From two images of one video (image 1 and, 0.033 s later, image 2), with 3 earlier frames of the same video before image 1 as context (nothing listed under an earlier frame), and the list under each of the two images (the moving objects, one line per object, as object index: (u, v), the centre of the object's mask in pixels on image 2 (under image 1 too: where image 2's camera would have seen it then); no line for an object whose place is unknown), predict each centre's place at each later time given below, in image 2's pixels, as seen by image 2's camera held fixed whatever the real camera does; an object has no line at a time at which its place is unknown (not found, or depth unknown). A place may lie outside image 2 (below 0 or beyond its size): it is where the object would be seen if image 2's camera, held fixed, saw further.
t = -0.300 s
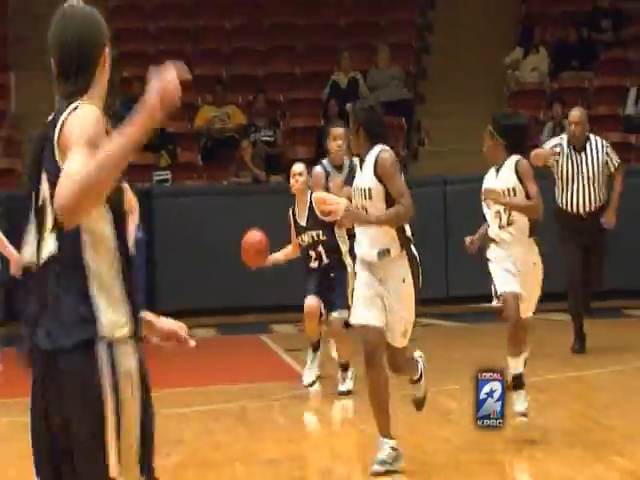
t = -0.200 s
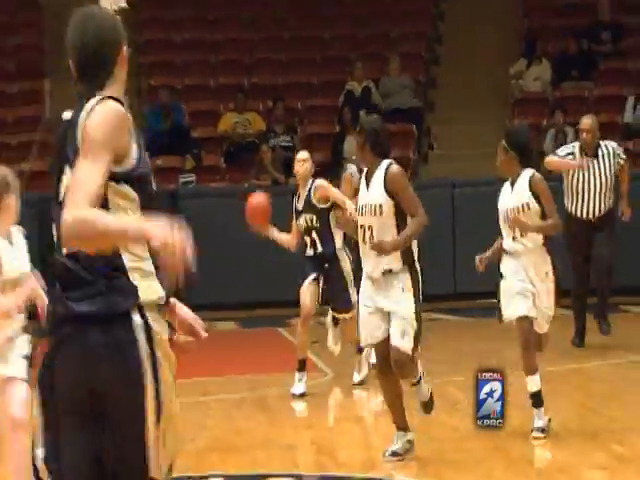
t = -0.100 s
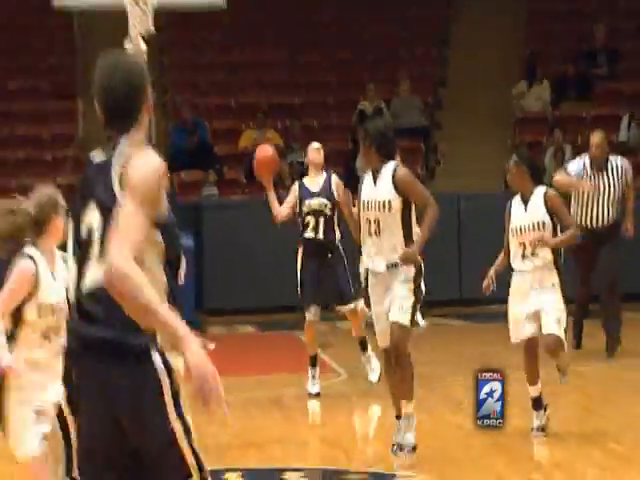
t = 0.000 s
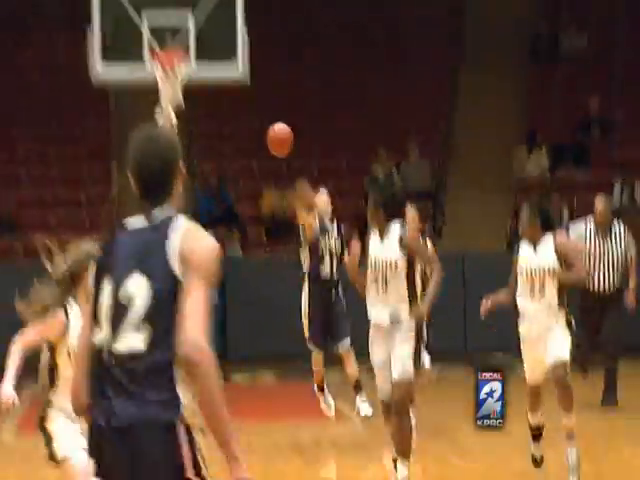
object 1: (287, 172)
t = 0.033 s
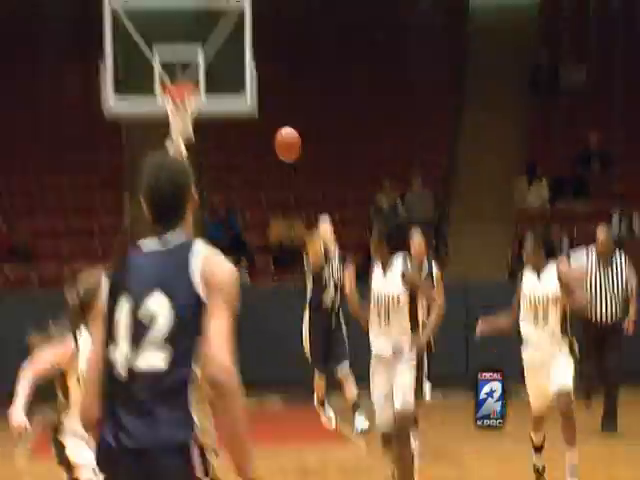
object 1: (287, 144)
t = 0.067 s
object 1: (287, 119)
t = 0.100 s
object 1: (287, 91)
